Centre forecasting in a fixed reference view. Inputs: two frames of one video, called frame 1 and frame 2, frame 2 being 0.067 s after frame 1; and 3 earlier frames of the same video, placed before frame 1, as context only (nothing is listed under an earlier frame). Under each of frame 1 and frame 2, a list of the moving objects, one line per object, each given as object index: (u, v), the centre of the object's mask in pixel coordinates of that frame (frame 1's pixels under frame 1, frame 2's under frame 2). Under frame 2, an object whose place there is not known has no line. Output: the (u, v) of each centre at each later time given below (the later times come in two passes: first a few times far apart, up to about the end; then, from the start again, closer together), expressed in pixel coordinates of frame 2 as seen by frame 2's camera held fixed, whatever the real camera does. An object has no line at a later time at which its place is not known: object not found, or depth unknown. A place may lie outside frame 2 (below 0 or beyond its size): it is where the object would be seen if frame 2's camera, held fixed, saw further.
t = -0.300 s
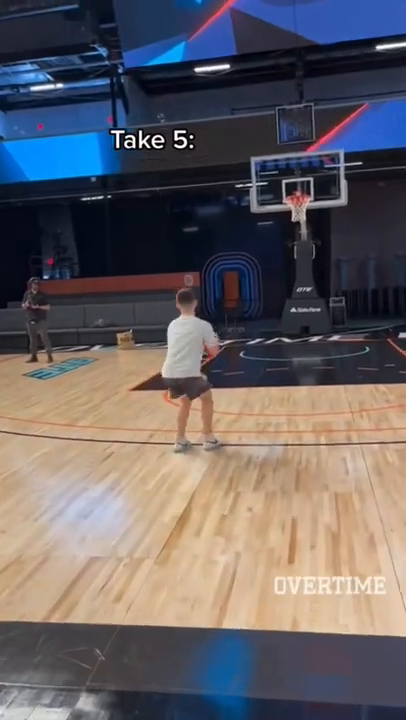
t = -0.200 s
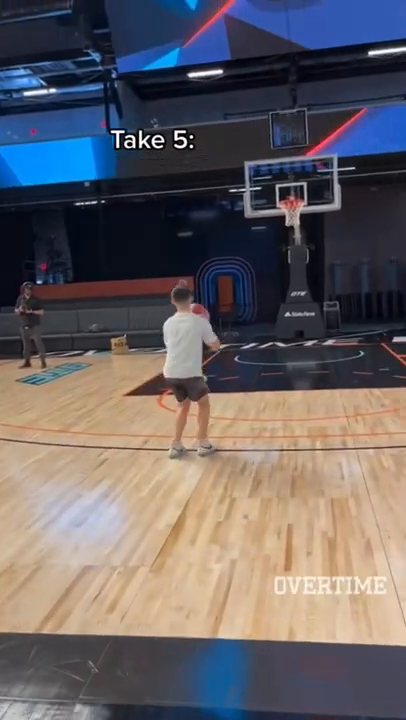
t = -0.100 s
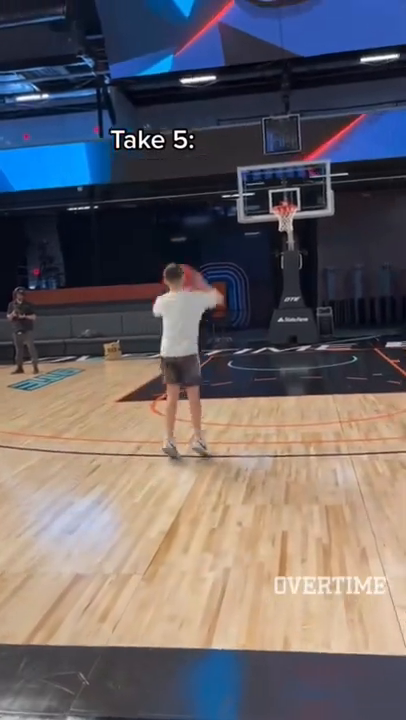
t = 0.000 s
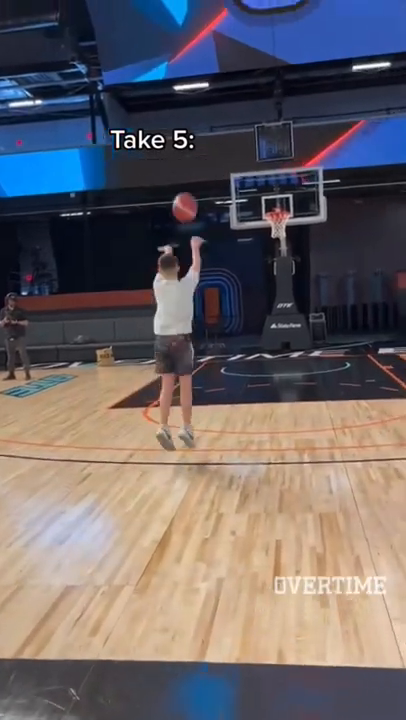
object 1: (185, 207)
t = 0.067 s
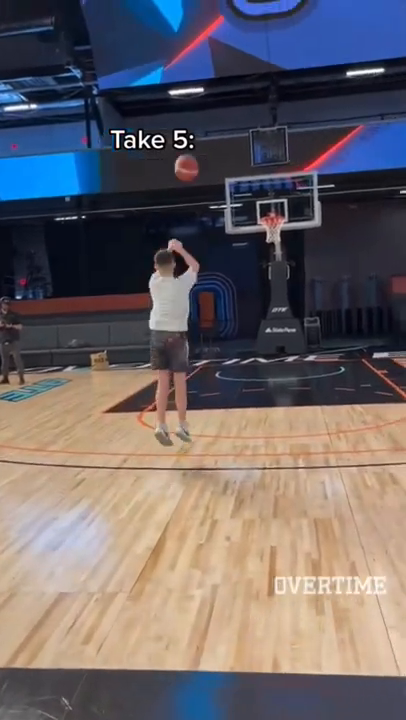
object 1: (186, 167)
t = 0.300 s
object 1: (207, 72)
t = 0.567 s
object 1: (227, 43)
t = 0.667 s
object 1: (234, 46)
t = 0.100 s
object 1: (191, 152)
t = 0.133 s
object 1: (197, 124)
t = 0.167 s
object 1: (199, 113)
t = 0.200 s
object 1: (202, 102)
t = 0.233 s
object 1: (202, 91)
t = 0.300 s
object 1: (207, 72)
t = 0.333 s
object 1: (210, 64)
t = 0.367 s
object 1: (212, 58)
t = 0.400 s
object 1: (215, 53)
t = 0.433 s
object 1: (217, 50)
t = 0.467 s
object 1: (222, 47)
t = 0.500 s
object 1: (224, 44)
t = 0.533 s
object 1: (225, 42)
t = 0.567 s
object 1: (227, 43)
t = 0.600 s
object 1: (230, 43)
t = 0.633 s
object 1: (232, 44)
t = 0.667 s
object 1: (234, 46)
